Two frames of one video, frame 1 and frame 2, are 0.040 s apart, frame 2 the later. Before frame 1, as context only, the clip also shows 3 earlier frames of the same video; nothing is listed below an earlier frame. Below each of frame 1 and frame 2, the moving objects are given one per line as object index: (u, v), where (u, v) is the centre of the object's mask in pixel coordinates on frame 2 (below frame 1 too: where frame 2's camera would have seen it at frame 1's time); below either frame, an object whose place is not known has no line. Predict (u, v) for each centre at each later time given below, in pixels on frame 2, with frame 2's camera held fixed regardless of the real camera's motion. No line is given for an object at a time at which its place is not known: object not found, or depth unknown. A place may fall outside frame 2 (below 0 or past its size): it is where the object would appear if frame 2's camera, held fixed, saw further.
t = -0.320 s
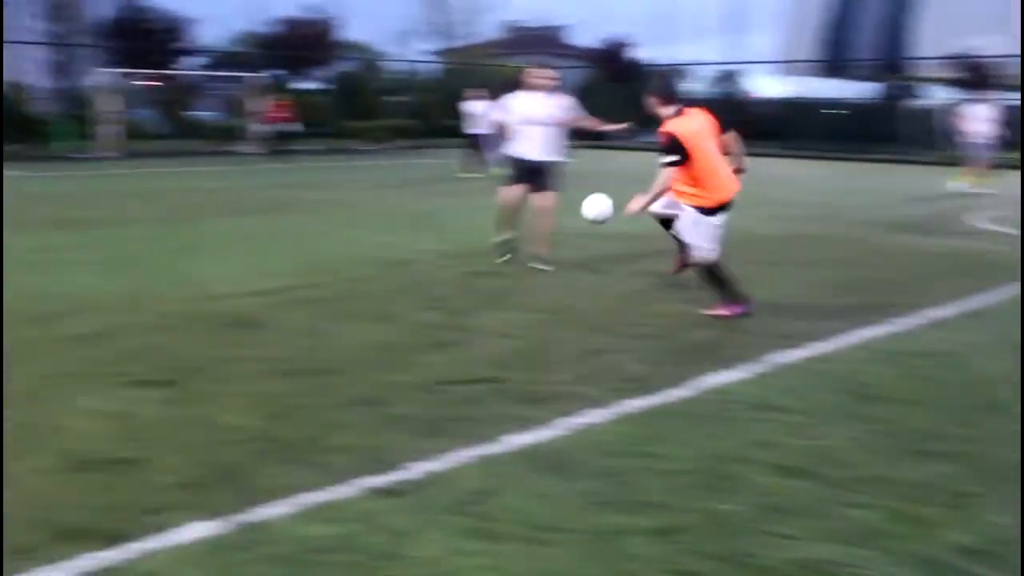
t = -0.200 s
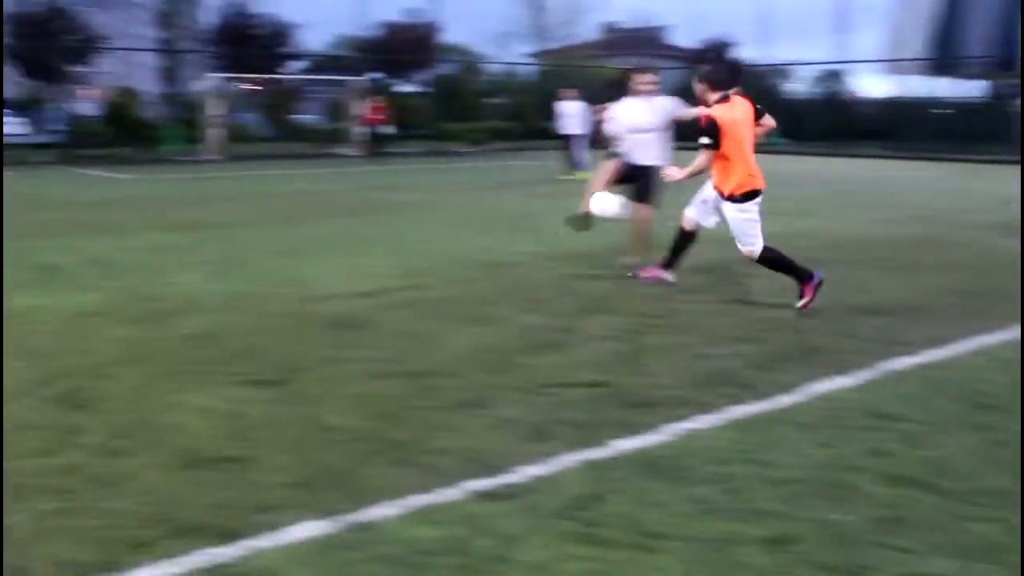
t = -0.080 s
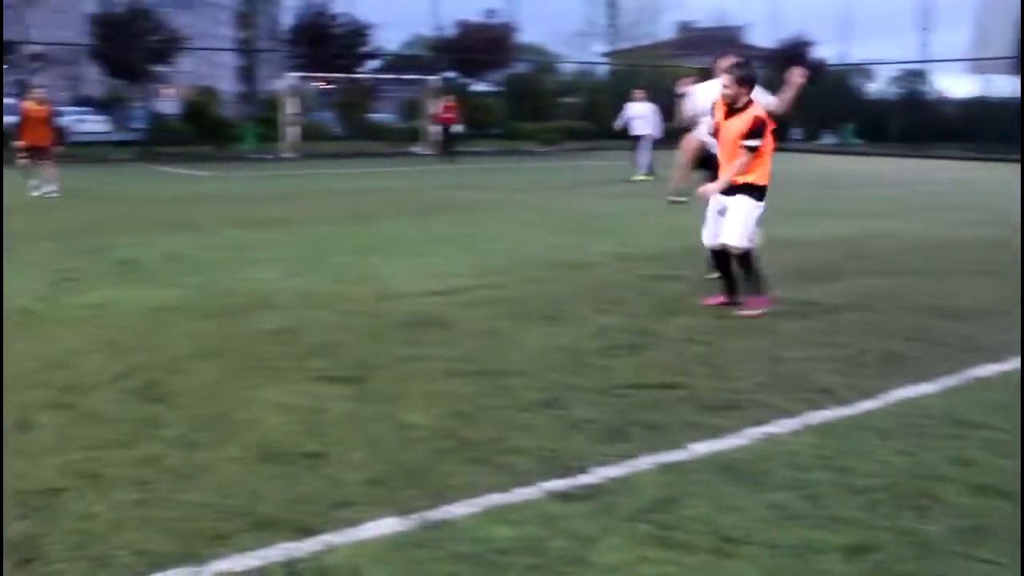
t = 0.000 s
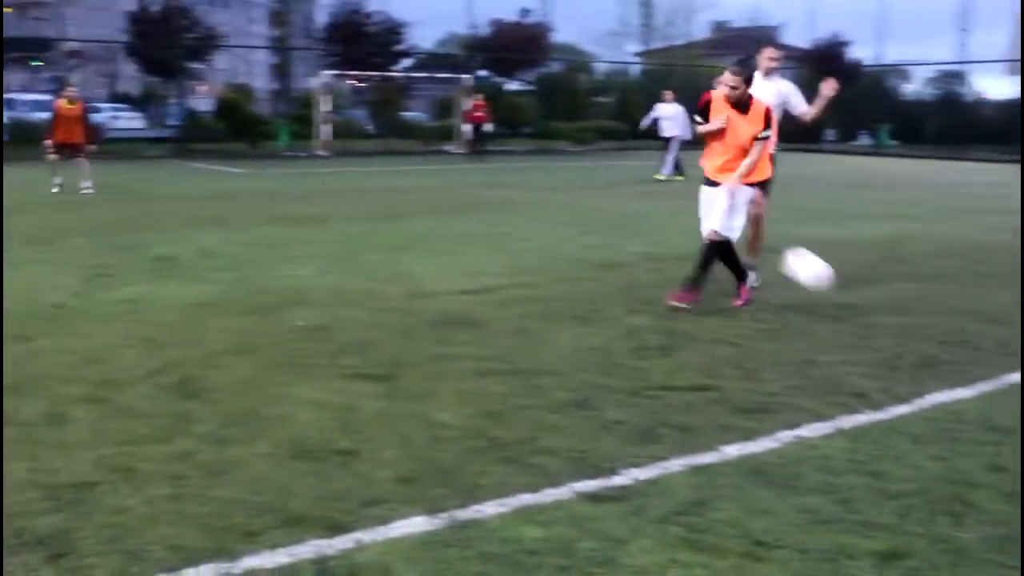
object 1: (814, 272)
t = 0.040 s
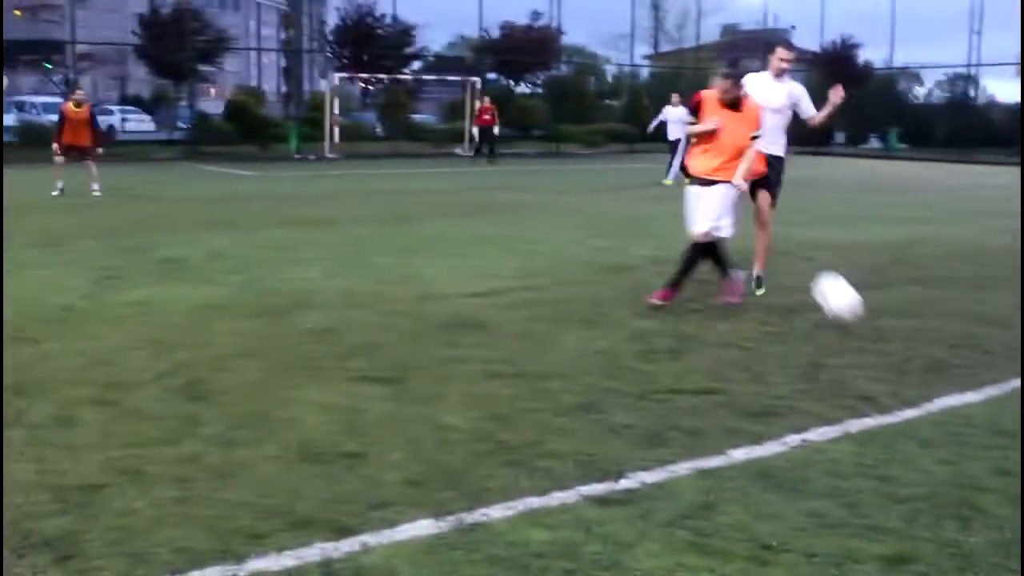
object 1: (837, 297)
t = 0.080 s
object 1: (859, 322)
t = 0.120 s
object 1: (880, 322)
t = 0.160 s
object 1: (899, 315)
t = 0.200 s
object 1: (919, 311)
